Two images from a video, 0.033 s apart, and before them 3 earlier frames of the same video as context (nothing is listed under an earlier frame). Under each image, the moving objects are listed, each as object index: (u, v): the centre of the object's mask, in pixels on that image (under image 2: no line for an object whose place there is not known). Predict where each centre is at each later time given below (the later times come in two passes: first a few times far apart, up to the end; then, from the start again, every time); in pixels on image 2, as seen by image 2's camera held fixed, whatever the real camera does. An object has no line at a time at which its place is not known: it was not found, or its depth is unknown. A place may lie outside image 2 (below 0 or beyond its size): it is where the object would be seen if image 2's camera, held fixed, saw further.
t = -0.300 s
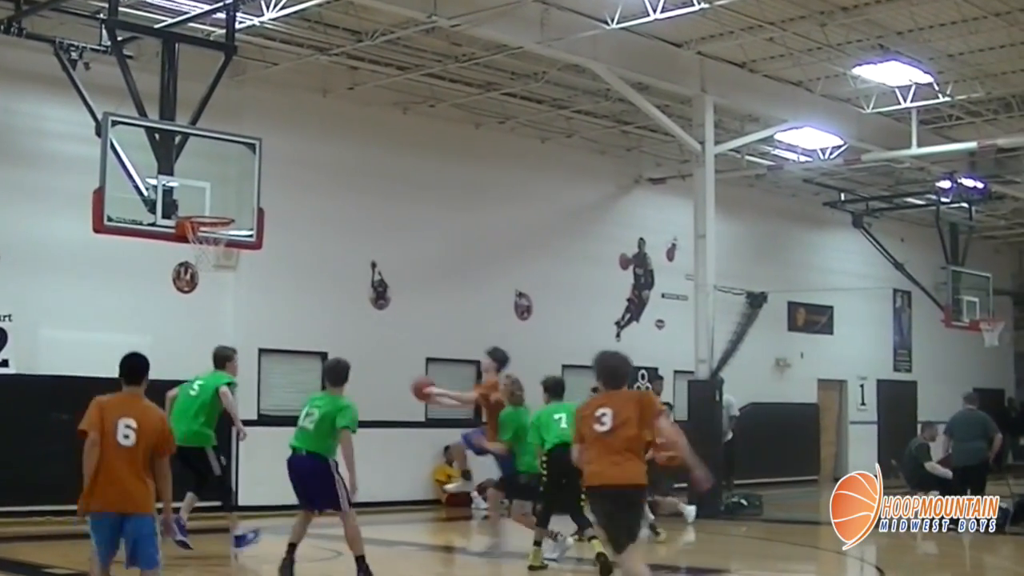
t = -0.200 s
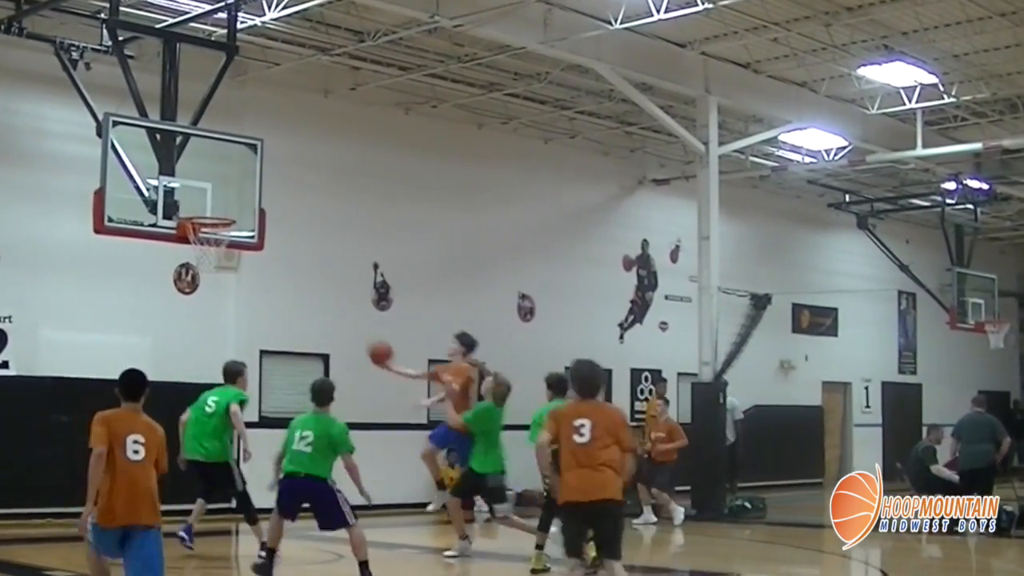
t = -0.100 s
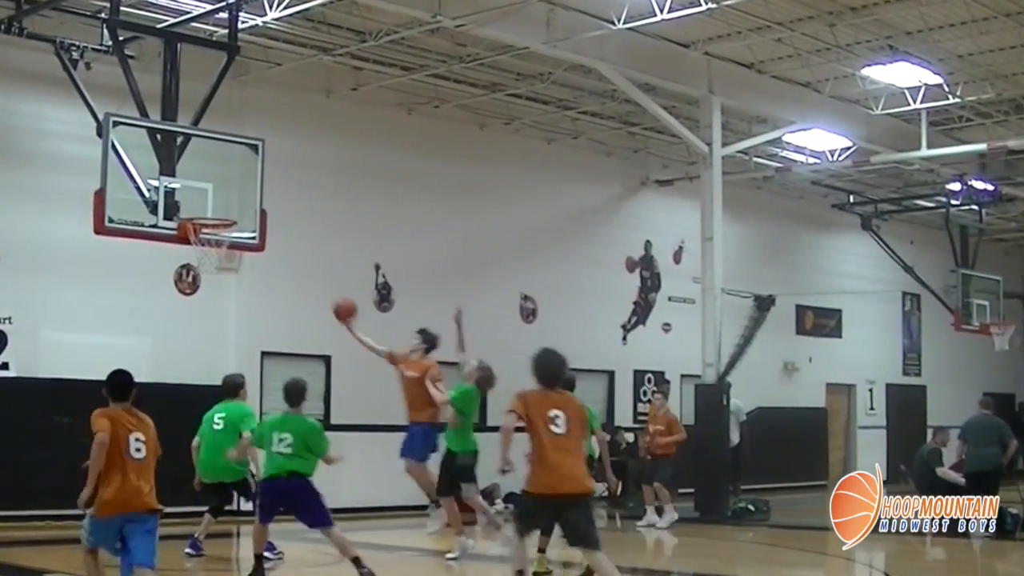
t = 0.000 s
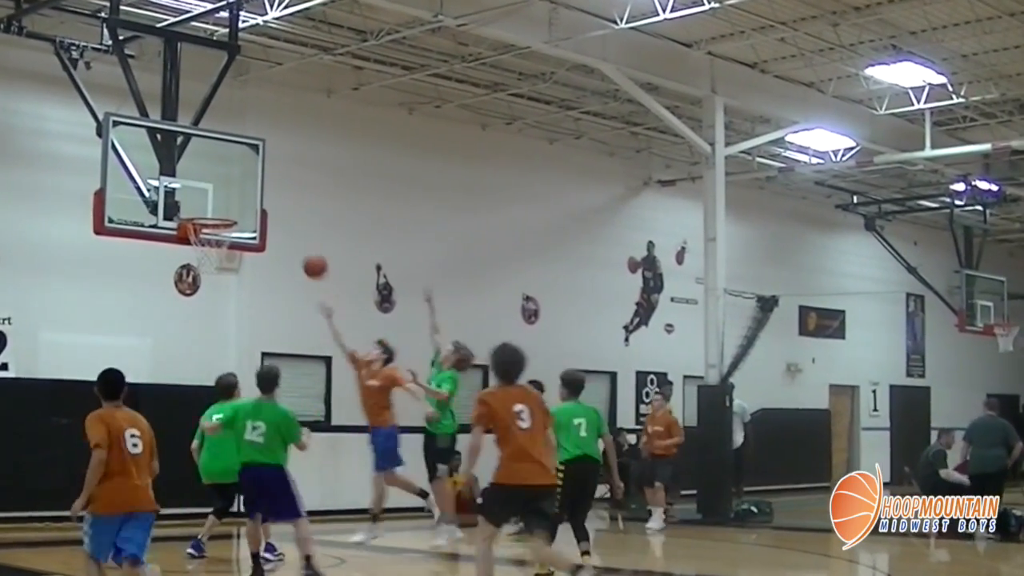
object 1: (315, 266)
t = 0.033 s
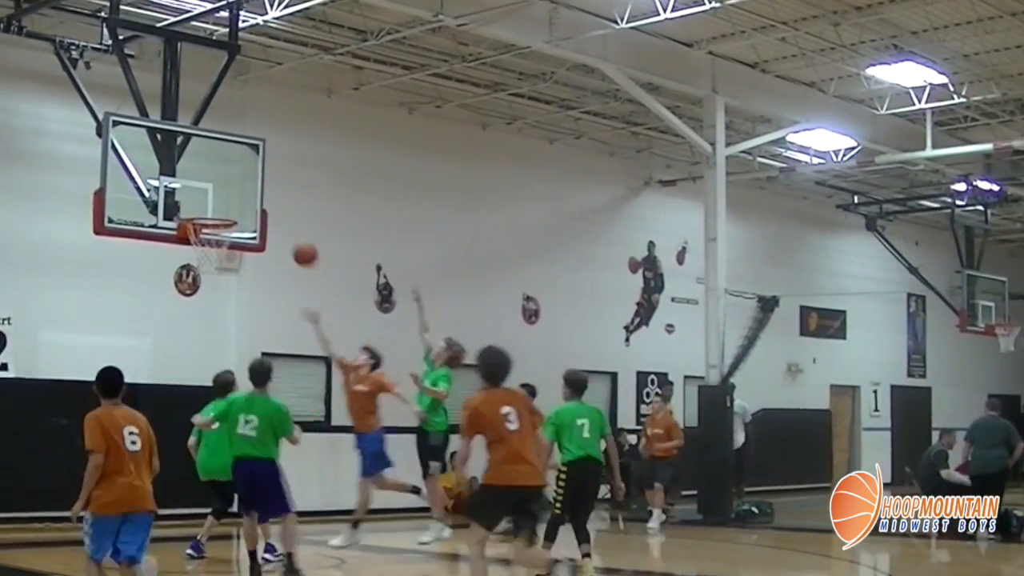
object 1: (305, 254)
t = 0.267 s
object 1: (234, 202)
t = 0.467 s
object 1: (215, 196)
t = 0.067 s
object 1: (294, 243)
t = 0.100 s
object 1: (284, 233)
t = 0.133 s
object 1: (275, 225)
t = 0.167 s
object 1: (264, 217)
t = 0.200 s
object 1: (254, 211)
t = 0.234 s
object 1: (244, 206)
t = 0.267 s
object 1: (234, 202)
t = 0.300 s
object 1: (223, 199)
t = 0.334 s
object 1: (216, 197)
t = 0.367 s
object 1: (215, 195)
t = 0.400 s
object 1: (216, 194)
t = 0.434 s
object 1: (215, 195)
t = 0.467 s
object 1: (215, 196)
